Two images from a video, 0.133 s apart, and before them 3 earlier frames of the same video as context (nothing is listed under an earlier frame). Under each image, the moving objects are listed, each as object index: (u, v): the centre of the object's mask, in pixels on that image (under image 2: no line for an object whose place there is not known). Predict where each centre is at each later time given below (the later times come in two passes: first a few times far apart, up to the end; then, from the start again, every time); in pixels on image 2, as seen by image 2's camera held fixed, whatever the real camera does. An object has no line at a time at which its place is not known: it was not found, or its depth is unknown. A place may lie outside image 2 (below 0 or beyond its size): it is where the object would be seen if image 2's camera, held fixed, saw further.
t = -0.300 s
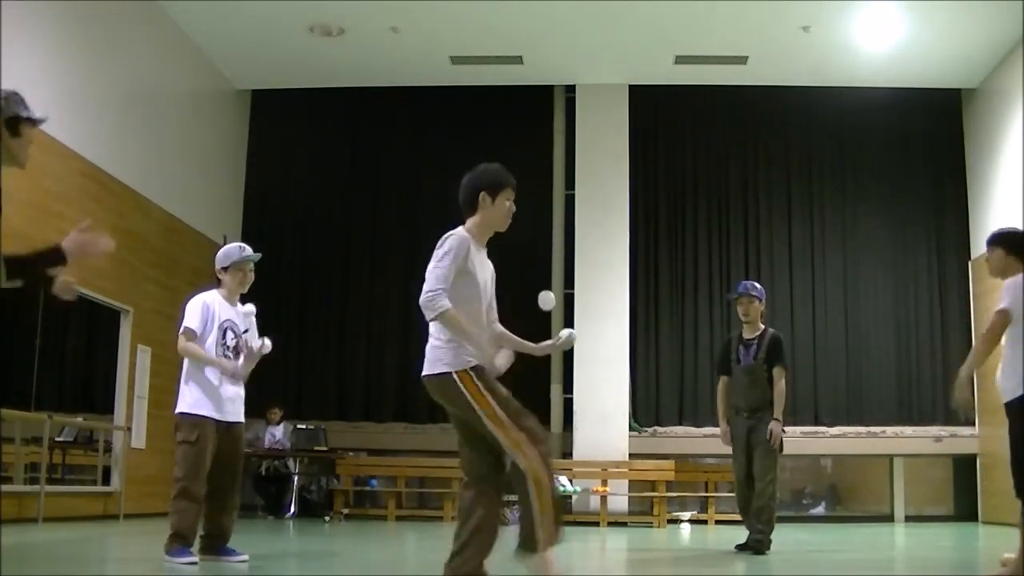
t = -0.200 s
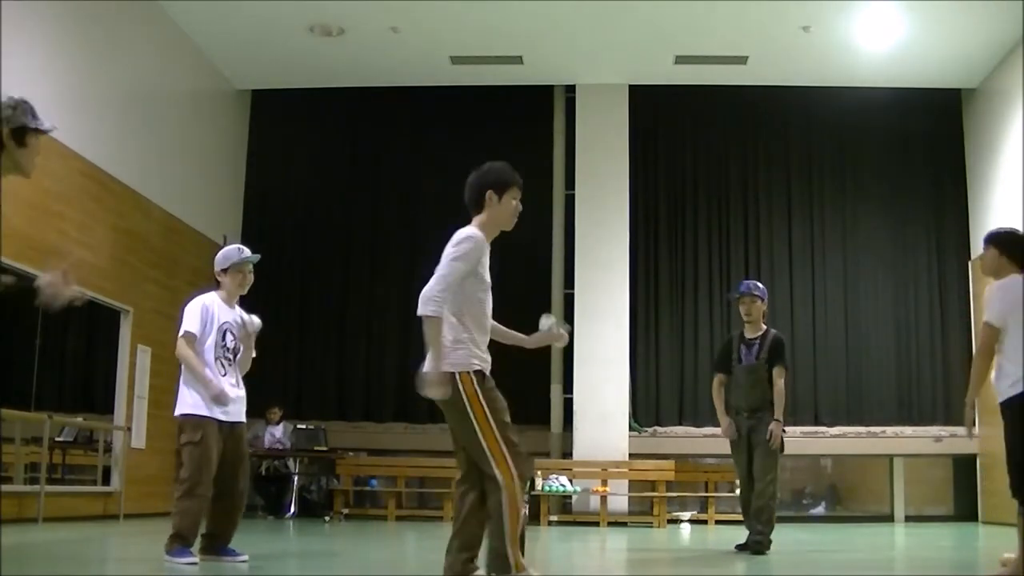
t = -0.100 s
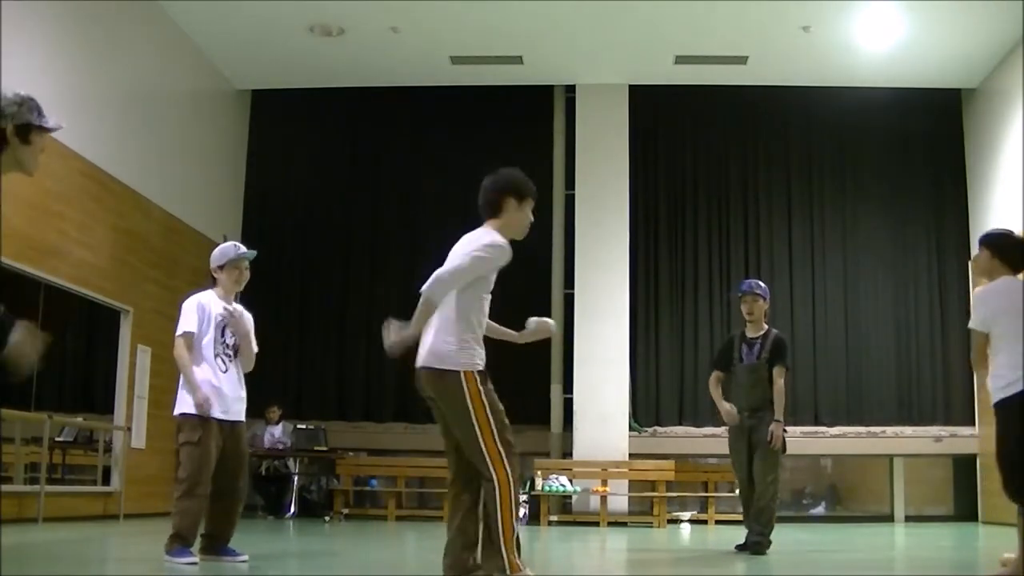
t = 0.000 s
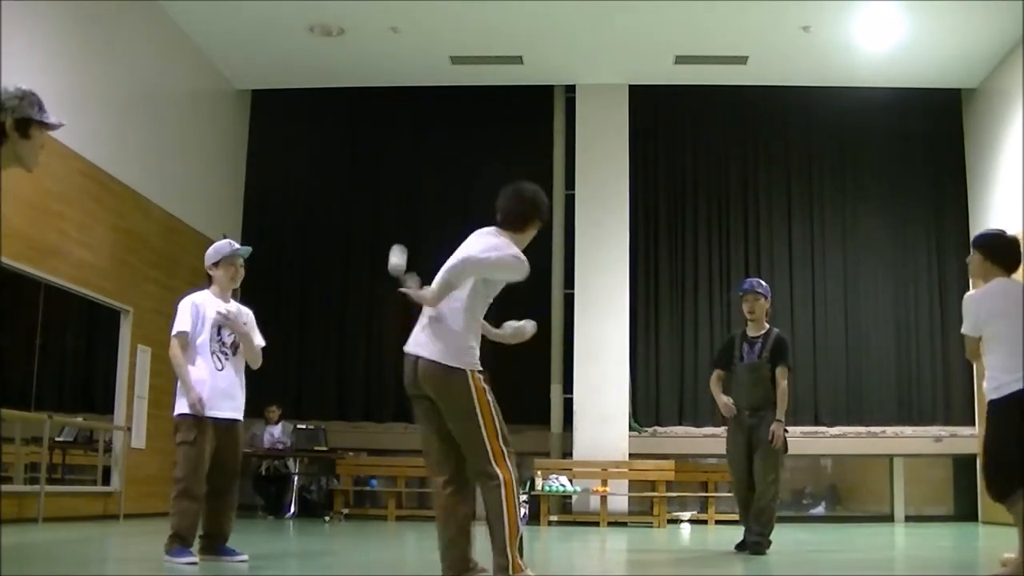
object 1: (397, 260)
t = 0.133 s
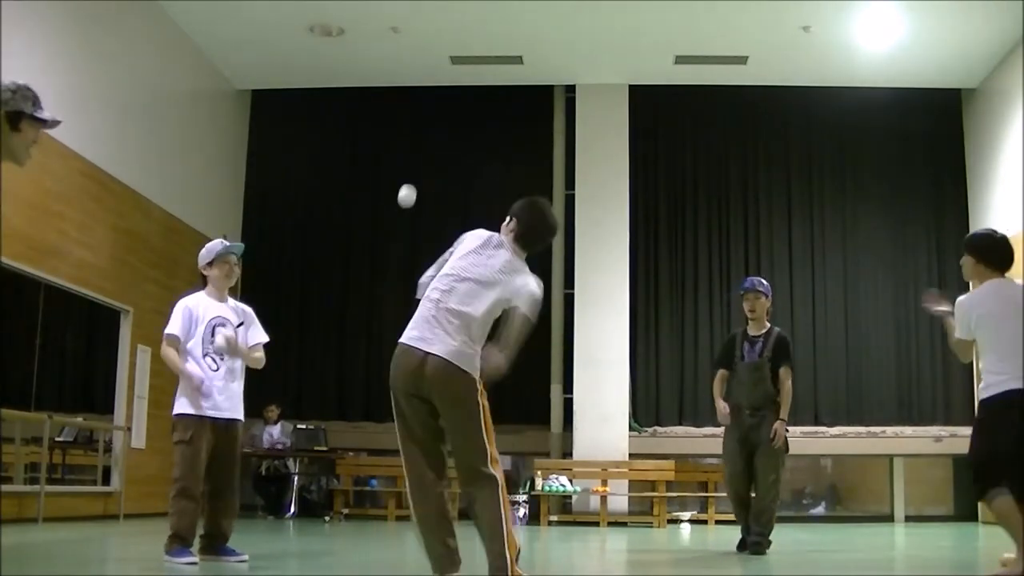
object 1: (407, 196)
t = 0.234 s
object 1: (413, 174)
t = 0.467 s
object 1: (423, 210)
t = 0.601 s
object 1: (427, 285)
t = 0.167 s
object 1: (409, 186)
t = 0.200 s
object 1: (411, 179)
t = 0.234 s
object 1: (413, 174)
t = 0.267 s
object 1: (414, 172)
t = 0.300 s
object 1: (416, 172)
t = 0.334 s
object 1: (418, 175)
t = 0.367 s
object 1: (419, 180)
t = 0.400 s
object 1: (420, 188)
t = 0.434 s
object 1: (421, 197)
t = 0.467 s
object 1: (423, 210)
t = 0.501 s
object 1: (424, 226)
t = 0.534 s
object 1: (425, 242)
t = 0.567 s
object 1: (426, 263)
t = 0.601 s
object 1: (427, 285)
